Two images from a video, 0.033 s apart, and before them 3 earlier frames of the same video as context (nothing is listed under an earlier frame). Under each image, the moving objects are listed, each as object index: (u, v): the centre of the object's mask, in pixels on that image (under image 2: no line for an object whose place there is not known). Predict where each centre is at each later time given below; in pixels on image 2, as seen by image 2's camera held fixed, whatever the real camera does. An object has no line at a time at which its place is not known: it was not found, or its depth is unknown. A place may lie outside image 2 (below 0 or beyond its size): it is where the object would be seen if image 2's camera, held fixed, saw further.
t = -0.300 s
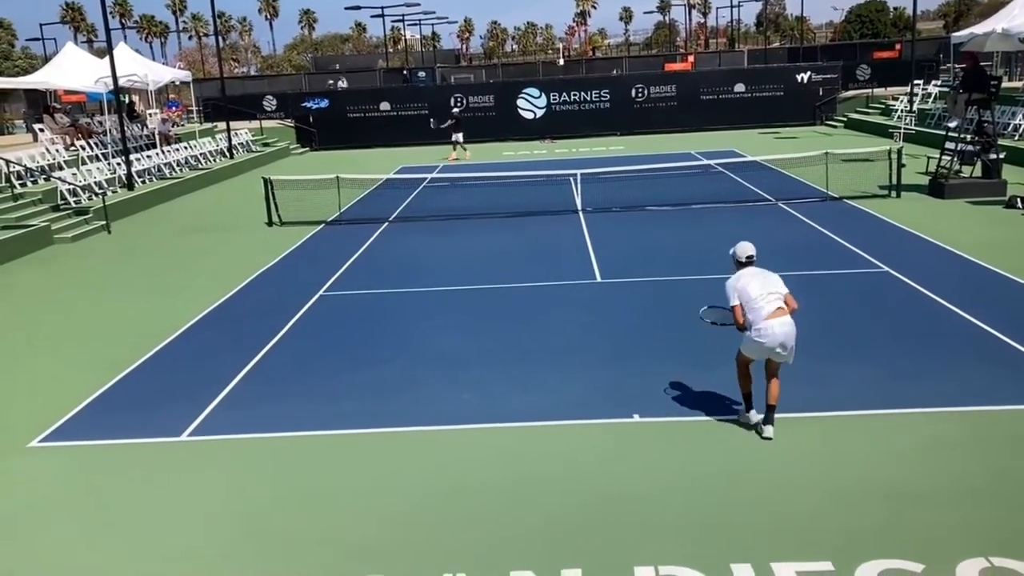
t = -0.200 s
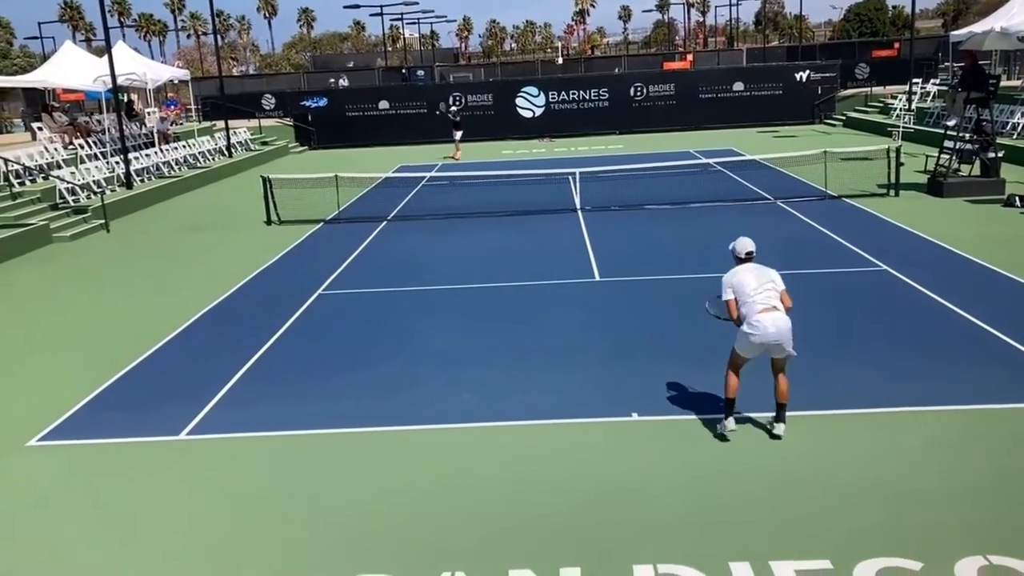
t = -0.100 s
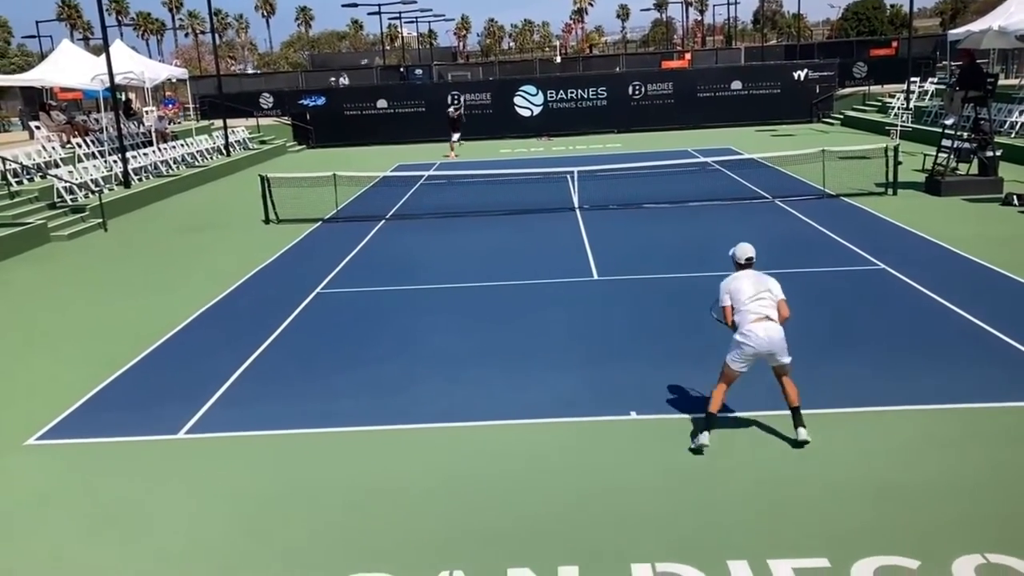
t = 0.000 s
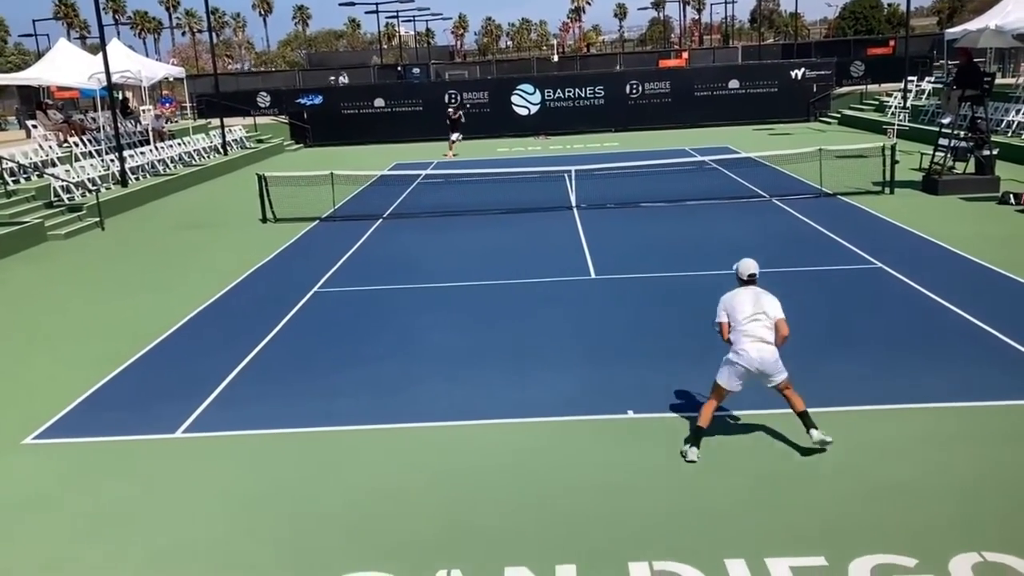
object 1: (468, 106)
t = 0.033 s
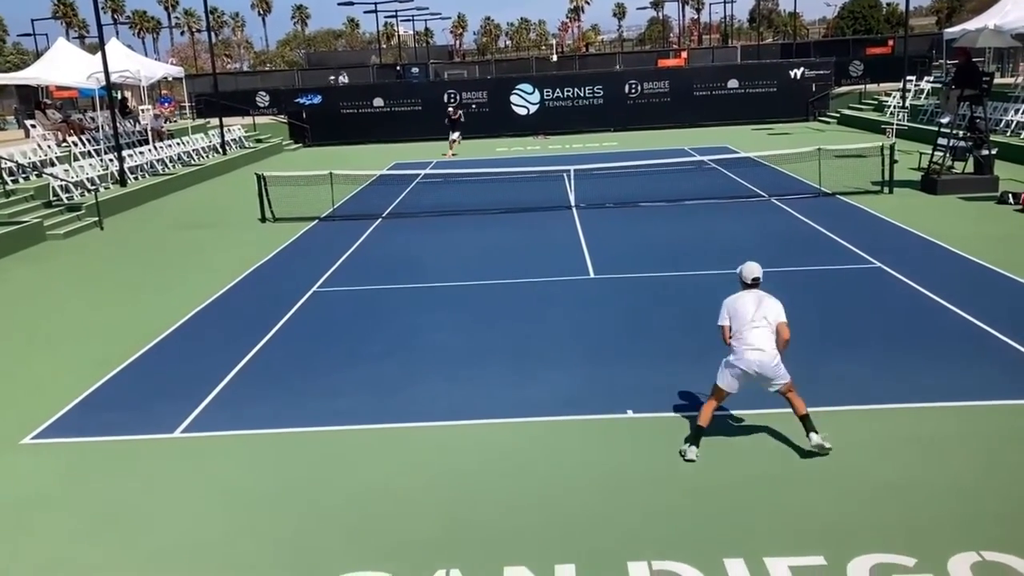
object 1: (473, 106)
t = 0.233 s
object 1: (520, 123)
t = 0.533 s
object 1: (624, 210)
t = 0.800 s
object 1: (745, 265)
